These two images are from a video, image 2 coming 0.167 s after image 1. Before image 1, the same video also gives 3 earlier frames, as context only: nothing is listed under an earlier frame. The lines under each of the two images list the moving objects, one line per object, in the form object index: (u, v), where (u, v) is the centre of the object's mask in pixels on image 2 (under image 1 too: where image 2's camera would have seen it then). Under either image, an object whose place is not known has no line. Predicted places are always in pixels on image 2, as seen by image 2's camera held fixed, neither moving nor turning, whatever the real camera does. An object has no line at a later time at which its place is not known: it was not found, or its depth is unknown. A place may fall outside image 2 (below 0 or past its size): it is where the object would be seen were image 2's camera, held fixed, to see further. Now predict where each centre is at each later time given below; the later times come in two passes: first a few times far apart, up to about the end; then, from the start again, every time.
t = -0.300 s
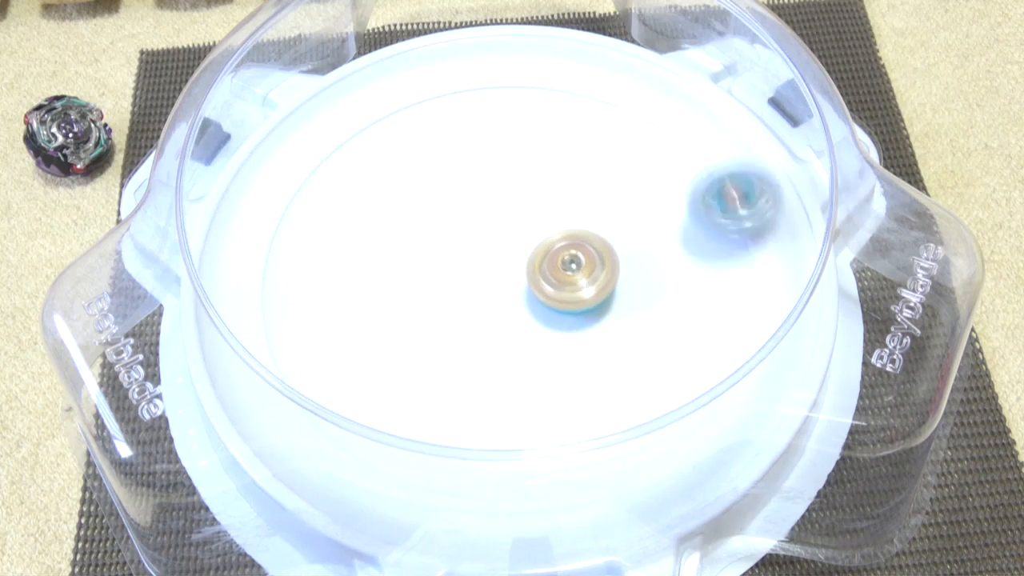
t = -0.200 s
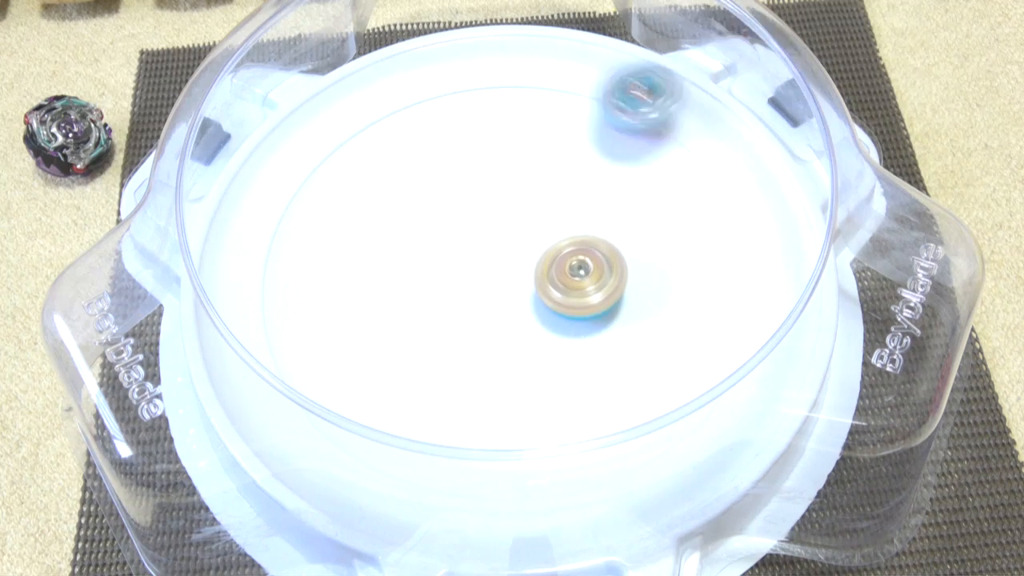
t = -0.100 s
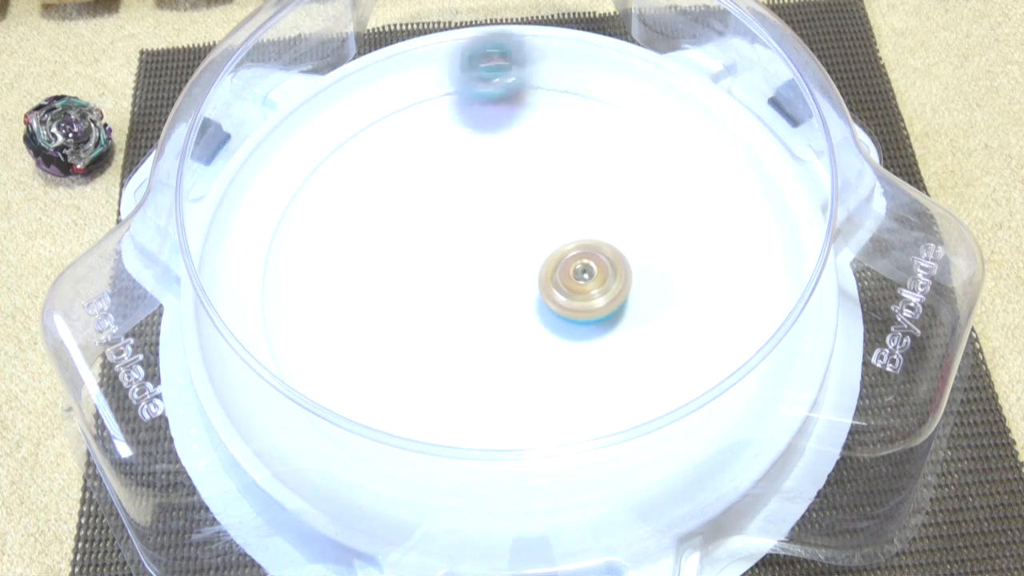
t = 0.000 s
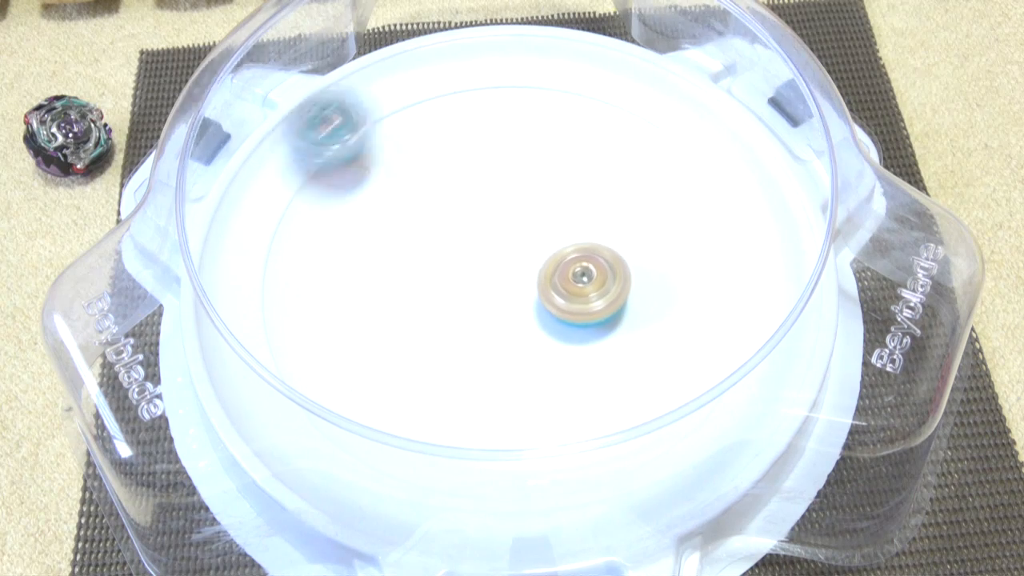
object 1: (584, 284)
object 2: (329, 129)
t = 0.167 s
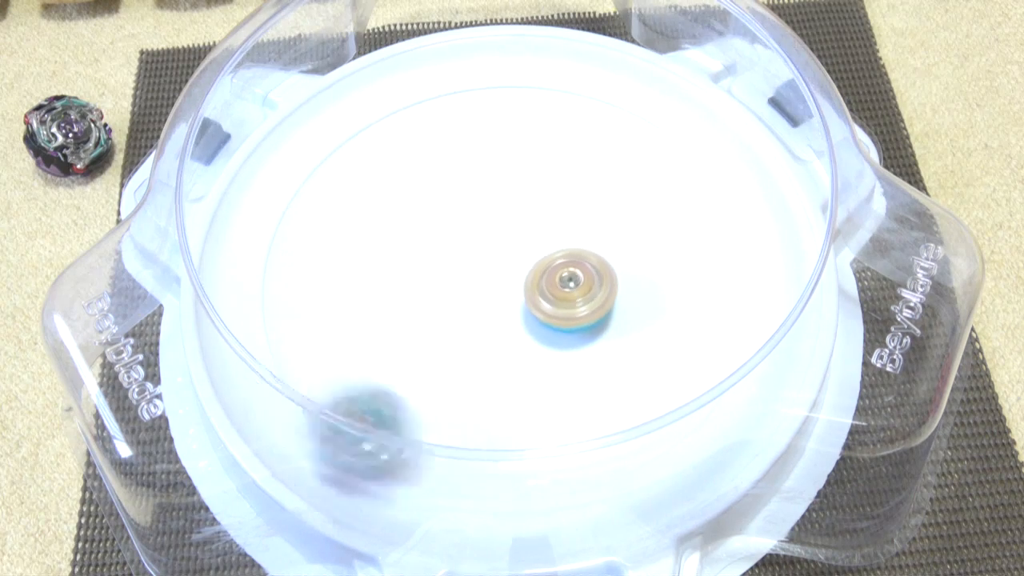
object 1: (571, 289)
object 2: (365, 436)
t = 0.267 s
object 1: (556, 295)
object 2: (600, 448)
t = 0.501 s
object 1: (523, 317)
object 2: (711, 154)
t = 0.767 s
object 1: (503, 331)
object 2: (380, 108)
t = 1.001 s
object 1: (494, 321)
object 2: (291, 365)
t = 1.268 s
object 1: (468, 293)
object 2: (627, 416)
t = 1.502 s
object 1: (451, 276)
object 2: (659, 193)
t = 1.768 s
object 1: (455, 262)
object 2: (402, 125)
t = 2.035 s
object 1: (478, 243)
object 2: (337, 353)
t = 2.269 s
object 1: (499, 230)
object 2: (610, 368)
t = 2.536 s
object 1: (522, 227)
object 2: (639, 163)
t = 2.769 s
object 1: (542, 237)
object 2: (431, 153)
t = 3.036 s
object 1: (561, 253)
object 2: (402, 370)
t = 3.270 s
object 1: (563, 269)
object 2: (631, 374)
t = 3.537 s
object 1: (554, 292)
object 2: (636, 201)
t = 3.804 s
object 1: (538, 307)
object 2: (438, 180)
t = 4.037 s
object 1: (513, 312)
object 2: (360, 299)
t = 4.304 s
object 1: (488, 305)
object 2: (515, 392)
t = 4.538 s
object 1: (472, 290)
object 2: (631, 280)
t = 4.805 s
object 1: (465, 271)
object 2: (535, 157)
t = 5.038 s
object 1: (473, 255)
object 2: (395, 200)
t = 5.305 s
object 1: (494, 242)
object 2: (442, 353)
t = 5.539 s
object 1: (516, 236)
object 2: (609, 344)
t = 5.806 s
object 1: (535, 240)
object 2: (631, 206)
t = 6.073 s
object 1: (542, 266)
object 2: (473, 169)
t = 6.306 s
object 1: (554, 285)
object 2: (397, 297)
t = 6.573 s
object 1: (549, 291)
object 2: (533, 391)
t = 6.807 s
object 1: (525, 294)
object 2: (640, 291)
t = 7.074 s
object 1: (492, 301)
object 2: (529, 175)
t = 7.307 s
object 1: (481, 301)
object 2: (393, 214)
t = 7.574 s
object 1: (484, 285)
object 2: (423, 350)
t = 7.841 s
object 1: (488, 258)
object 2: (605, 320)
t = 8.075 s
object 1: (492, 243)
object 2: (615, 201)
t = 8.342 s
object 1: (498, 269)
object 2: (479, 145)
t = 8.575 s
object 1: (516, 307)
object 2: (392, 216)
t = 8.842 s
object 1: (684, 368)
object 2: (336, 253)
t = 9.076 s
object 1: (693, 309)
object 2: (302, 209)
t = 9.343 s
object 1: (534, 270)
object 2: (448, 226)
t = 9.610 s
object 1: (536, 408)
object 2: (457, 109)
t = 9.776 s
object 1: (514, 378)
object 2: (511, 212)
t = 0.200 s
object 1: (566, 291)
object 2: (443, 462)
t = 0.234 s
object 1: (561, 293)
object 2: (524, 470)
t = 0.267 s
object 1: (556, 295)
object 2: (600, 448)
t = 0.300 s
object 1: (551, 298)
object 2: (659, 416)
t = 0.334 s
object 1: (545, 301)
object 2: (704, 374)
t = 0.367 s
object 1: (541, 303)
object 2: (730, 324)
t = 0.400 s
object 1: (536, 307)
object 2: (747, 278)
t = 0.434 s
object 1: (531, 310)
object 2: (746, 231)
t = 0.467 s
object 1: (527, 314)
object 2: (732, 192)
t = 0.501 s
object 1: (523, 317)
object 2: (711, 154)
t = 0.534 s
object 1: (519, 319)
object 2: (681, 125)
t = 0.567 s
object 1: (516, 322)
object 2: (645, 100)
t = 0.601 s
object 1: (513, 325)
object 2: (603, 83)
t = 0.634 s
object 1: (510, 327)
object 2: (557, 74)
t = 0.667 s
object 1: (508, 329)
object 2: (509, 73)
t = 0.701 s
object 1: (506, 331)
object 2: (462, 80)
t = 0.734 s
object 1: (504, 332)
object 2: (419, 91)
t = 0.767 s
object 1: (503, 331)
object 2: (380, 108)
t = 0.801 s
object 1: (502, 332)
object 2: (344, 130)
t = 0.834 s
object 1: (502, 332)
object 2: (313, 155)
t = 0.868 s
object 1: (500, 331)
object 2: (287, 189)
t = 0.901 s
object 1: (499, 329)
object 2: (269, 229)
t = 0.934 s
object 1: (498, 327)
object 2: (266, 274)
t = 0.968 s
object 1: (496, 324)
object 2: (276, 326)
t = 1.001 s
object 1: (494, 321)
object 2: (291, 365)
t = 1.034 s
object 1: (491, 317)
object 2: (322, 401)
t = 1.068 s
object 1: (489, 315)
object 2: (358, 429)
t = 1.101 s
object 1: (485, 311)
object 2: (399, 451)
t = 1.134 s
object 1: (482, 307)
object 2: (448, 464)
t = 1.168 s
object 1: (478, 303)
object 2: (495, 465)
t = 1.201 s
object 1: (475, 300)
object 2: (545, 458)
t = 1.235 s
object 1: (472, 297)
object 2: (593, 439)
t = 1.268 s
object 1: (468, 293)
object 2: (627, 416)
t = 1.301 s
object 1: (465, 291)
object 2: (655, 380)
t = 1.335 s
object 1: (462, 288)
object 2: (678, 353)
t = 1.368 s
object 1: (459, 285)
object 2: (690, 320)
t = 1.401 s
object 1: (457, 282)
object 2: (694, 287)
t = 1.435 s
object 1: (455, 280)
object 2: (688, 253)
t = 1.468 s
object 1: (452, 278)
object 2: (676, 223)
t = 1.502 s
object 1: (451, 276)
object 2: (659, 193)
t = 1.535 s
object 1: (449, 274)
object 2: (636, 169)
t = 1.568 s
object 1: (449, 272)
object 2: (608, 148)
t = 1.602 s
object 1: (448, 270)
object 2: (577, 131)
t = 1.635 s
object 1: (449, 269)
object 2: (543, 119)
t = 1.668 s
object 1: (450, 267)
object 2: (508, 113)
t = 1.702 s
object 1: (451, 265)
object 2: (473, 111)
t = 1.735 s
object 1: (453, 264)
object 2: (437, 115)
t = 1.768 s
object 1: (455, 262)
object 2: (402, 125)
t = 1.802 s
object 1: (457, 260)
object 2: (369, 141)
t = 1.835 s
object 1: (460, 258)
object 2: (340, 163)
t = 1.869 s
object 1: (462, 255)
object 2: (318, 190)
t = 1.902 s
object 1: (466, 253)
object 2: (302, 222)
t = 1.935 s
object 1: (469, 251)
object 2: (296, 258)
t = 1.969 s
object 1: (472, 248)
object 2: (301, 293)
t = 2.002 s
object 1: (475, 245)
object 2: (314, 325)
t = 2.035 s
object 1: (478, 243)
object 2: (337, 353)
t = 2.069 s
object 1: (482, 241)
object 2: (370, 379)
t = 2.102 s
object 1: (485, 239)
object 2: (406, 395)
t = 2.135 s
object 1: (488, 237)
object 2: (450, 405)
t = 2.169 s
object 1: (490, 234)
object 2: (493, 407)
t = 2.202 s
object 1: (493, 233)
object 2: (535, 402)
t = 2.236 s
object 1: (496, 231)
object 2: (573, 392)
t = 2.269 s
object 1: (499, 230)
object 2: (610, 368)
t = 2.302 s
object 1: (502, 228)
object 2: (637, 346)
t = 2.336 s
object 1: (505, 228)
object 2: (659, 321)
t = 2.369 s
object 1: (508, 227)
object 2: (673, 293)
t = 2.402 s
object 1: (511, 226)
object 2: (679, 264)
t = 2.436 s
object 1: (514, 226)
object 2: (679, 235)
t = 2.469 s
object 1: (517, 226)
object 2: (672, 208)
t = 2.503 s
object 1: (519, 227)
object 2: (658, 185)
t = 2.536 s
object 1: (522, 227)
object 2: (639, 163)
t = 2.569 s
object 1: (525, 228)
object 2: (616, 144)
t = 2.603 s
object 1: (528, 229)
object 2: (588, 131)
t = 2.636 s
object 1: (531, 230)
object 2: (557, 122)
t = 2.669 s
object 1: (534, 232)
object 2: (526, 120)
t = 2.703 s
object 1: (536, 234)
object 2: (492, 124)
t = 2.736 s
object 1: (539, 235)
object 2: (461, 136)
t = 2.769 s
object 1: (542, 237)
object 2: (431, 153)
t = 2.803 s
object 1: (545, 240)
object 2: (405, 174)
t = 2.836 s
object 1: (547, 242)
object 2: (385, 200)
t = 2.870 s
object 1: (550, 244)
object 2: (371, 230)
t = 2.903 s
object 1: (553, 246)
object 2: (362, 261)
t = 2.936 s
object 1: (555, 247)
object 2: (361, 293)
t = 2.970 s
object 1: (557, 249)
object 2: (367, 322)
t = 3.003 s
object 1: (559, 251)
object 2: (381, 349)
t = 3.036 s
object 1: (561, 253)
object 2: (402, 370)
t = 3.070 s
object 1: (562, 255)
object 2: (428, 393)
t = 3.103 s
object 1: (563, 257)
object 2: (461, 405)
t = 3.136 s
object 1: (564, 259)
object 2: (496, 410)
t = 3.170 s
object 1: (564, 261)
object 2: (530, 409)
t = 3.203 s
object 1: (564, 264)
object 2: (566, 403)
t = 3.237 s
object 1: (564, 266)
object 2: (603, 390)
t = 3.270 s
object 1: (563, 269)
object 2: (631, 374)
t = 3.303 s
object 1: (562, 272)
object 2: (653, 354)
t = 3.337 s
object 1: (561, 275)
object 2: (669, 331)
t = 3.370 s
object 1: (560, 278)
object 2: (678, 308)
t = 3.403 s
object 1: (559, 281)
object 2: (681, 284)
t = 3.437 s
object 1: (558, 284)
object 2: (677, 261)
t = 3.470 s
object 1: (557, 287)
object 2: (668, 238)
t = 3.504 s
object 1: (555, 290)
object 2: (654, 218)
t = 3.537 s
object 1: (554, 292)
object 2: (636, 201)
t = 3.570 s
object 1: (552, 296)
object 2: (615, 187)
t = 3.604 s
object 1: (551, 297)
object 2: (590, 176)
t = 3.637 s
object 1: (549, 299)
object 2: (565, 168)
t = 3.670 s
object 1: (547, 301)
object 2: (538, 164)
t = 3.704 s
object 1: (545, 303)
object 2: (511, 163)
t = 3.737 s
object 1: (543, 305)
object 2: (485, 166)
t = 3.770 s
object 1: (540, 306)
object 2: (461, 171)
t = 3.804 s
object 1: (538, 307)
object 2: (438, 180)
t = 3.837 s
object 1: (535, 308)
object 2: (418, 191)
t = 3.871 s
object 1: (531, 309)
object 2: (400, 206)
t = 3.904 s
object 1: (528, 310)
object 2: (385, 221)
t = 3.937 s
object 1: (525, 311)
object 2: (372, 240)
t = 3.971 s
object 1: (521, 311)
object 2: (363, 259)
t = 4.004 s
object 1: (517, 311)
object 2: (360, 279)
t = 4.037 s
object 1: (513, 312)
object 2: (360, 299)
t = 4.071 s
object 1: (510, 312)
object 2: (366, 318)
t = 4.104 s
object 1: (506, 312)
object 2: (376, 337)
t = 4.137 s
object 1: (502, 311)
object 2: (392, 355)
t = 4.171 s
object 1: (498, 311)
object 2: (411, 369)
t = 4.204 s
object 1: (495, 311)
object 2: (435, 381)
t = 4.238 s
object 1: (492, 310)
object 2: (461, 388)
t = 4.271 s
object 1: (490, 307)
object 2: (488, 392)
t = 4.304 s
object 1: (488, 305)
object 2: (515, 392)
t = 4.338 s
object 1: (485, 303)
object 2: (542, 385)
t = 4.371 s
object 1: (483, 302)
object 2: (567, 374)
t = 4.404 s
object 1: (480, 299)
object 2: (589, 360)
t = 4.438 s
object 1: (478, 297)
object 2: (606, 343)
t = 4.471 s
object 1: (476, 295)
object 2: (618, 323)
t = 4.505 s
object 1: (474, 293)
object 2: (628, 302)
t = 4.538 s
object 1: (472, 290)
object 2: (631, 280)
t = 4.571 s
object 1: (470, 288)
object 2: (630, 259)
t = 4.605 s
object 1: (469, 286)
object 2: (626, 239)
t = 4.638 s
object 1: (468, 283)
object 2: (618, 219)
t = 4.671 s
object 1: (467, 280)
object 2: (607, 203)
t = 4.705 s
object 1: (466, 278)
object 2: (592, 187)
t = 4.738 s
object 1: (466, 275)
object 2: (574, 174)
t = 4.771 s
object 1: (465, 273)
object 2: (555, 165)
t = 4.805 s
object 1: (465, 271)
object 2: (535, 157)
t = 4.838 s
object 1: (466, 269)
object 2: (513, 154)
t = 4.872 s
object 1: (466, 266)
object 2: (491, 153)
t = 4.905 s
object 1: (467, 264)
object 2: (469, 156)
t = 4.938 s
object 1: (468, 262)
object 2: (448, 162)
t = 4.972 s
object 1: (470, 260)
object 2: (429, 171)
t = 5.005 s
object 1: (471, 258)
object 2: (410, 184)
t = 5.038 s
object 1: (473, 255)
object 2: (395, 200)
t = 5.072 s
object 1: (475, 253)
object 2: (385, 218)
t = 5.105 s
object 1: (477, 252)
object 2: (379, 238)
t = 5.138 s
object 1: (480, 250)
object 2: (378, 260)
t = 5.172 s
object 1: (483, 248)
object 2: (381, 281)
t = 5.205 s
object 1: (485, 247)
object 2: (389, 303)
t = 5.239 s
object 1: (488, 245)
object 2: (403, 322)
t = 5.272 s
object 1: (491, 244)
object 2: (421, 340)
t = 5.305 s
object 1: (494, 242)
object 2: (442, 353)
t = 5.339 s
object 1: (497, 241)
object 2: (466, 365)
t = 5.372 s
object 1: (501, 240)
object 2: (491, 371)
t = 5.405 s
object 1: (504, 239)
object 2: (517, 373)
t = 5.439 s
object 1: (507, 238)
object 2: (543, 371)
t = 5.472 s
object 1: (510, 237)
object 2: (568, 366)
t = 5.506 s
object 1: (513, 236)
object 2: (589, 357)
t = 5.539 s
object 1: (516, 236)
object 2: (609, 344)
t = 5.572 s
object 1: (519, 236)
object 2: (626, 329)
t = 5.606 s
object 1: (521, 235)
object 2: (639, 312)
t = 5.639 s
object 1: (524, 236)
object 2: (649, 294)
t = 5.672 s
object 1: (526, 236)
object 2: (654, 277)
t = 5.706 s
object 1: (529, 237)
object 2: (655, 257)
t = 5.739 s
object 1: (531, 238)
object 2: (650, 240)
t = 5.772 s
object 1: (533, 239)
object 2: (643, 221)
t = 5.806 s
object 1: (535, 240)
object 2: (631, 206)
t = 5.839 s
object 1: (536, 241)
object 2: (617, 192)
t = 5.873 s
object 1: (535, 245)
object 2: (602, 179)
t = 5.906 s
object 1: (534, 248)
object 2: (585, 168)
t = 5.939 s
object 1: (535, 252)
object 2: (564, 160)
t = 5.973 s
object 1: (536, 256)
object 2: (542, 156)
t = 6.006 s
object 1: (538, 259)
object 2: (519, 157)
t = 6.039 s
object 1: (540, 263)
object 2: (496, 161)
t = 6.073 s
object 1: (542, 266)
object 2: (473, 169)
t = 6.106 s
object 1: (544, 269)
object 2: (453, 181)
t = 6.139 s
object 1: (546, 273)
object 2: (436, 196)
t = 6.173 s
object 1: (548, 275)
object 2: (419, 215)
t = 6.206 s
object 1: (549, 278)
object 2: (408, 233)
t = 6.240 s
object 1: (551, 281)
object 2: (400, 254)
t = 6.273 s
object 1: (552, 283)
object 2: (397, 276)
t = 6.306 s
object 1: (554, 285)
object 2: (397, 297)
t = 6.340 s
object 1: (554, 286)
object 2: (403, 316)
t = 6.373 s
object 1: (555, 287)
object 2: (413, 336)
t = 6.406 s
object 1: (555, 288)
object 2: (427, 353)
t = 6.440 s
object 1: (554, 289)
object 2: (445, 366)
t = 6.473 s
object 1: (553, 289)
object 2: (465, 378)
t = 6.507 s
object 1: (552, 290)
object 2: (487, 386)
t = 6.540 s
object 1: (551, 290)
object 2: (510, 391)
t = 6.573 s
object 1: (549, 291)
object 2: (533, 391)
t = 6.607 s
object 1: (547, 291)
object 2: (557, 384)
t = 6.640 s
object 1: (544, 291)
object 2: (580, 376)
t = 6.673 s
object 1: (541, 292)
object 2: (601, 362)
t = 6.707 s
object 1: (538, 292)
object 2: (616, 347)
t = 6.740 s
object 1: (534, 293)
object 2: (629, 329)
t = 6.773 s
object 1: (530, 293)
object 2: (636, 311)
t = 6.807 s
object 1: (525, 294)
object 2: (640, 291)
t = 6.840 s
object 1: (521, 295)
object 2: (638, 271)
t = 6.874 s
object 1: (516, 296)
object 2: (632, 250)
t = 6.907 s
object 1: (511, 297)
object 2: (622, 231)
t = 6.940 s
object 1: (507, 298)
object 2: (609, 215)
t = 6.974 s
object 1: (503, 299)
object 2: (592, 201)
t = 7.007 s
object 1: (498, 299)
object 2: (573, 190)
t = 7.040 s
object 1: (495, 301)
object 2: (550, 182)
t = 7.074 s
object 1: (492, 301)
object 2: (529, 175)
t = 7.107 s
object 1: (489, 302)
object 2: (507, 174)
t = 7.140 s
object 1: (486, 302)
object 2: (485, 174)
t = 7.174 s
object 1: (484, 303)
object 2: (463, 176)
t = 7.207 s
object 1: (483, 302)
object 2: (442, 182)
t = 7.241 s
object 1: (482, 302)
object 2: (425, 190)
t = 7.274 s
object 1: (482, 301)
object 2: (407, 201)
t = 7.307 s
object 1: (481, 301)
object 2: (393, 214)
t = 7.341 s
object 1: (481, 299)
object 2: (380, 229)
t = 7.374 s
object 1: (481, 298)
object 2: (373, 246)
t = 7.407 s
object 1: (481, 297)
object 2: (369, 264)
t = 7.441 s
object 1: (481, 295)
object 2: (371, 284)
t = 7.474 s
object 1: (482, 292)
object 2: (376, 303)
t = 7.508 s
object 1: (483, 290)
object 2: (387, 321)
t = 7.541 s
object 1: (484, 288)
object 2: (403, 337)
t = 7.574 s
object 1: (484, 285)
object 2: (423, 350)
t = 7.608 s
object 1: (485, 281)
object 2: (447, 359)
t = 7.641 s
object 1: (485, 278)
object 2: (471, 367)
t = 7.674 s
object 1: (486, 274)
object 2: (497, 370)
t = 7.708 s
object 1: (487, 271)
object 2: (521, 366)
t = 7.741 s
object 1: (487, 267)
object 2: (545, 360)
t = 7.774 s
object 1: (488, 264)
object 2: (567, 350)
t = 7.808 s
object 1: (488, 260)
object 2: (588, 336)
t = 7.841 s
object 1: (488, 258)
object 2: (605, 320)
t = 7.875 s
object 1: (489, 254)
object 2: (617, 304)
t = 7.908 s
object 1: (489, 252)
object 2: (625, 287)
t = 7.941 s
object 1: (490, 249)
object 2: (630, 268)
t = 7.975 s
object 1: (490, 247)
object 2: (632, 250)
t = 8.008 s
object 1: (491, 245)
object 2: (630, 232)
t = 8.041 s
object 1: (492, 244)
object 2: (624, 217)
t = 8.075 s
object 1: (492, 243)
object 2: (615, 201)
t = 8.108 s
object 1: (493, 242)
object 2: (602, 188)
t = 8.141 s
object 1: (494, 242)
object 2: (588, 176)
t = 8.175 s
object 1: (496, 242)
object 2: (570, 167)
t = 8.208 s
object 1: (497, 242)
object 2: (550, 162)
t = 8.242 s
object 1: (499, 242)
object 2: (530, 160)
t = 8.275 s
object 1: (500, 243)
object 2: (509, 160)
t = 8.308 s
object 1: (499, 256)
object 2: (493, 152)
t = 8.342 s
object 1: (498, 269)
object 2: (479, 145)
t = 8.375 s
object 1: (499, 278)
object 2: (463, 142)
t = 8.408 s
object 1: (500, 285)
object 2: (446, 145)
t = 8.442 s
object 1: (503, 290)
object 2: (429, 152)
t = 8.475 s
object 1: (507, 295)
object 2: (415, 161)
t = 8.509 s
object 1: (510, 299)
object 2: (401, 177)
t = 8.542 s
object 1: (513, 304)
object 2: (393, 195)
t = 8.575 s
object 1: (516, 307)
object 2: (392, 216)
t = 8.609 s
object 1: (520, 310)
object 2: (393, 237)
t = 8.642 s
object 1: (524, 313)
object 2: (399, 258)
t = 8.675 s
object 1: (527, 315)
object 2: (410, 276)
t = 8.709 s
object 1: (530, 318)
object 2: (425, 296)
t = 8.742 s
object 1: (542, 325)
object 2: (432, 304)
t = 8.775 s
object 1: (597, 346)
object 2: (396, 288)
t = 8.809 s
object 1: (644, 361)
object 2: (363, 268)
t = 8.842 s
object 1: (684, 368)
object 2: (336, 253)
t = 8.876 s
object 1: (713, 371)
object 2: (316, 236)
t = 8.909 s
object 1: (721, 361)
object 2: (301, 225)
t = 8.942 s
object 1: (725, 352)
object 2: (293, 216)
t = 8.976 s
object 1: (722, 338)
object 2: (291, 211)
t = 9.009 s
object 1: (716, 329)
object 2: (291, 209)
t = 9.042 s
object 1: (707, 319)
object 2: (295, 207)
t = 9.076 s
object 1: (693, 309)
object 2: (302, 209)
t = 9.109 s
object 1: (677, 300)
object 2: (311, 209)
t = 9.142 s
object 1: (659, 292)
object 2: (324, 211)
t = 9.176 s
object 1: (640, 285)
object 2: (340, 213)
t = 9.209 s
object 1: (621, 280)
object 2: (359, 216)
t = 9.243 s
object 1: (600, 275)
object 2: (379, 218)
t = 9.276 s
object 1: (579, 272)
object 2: (401, 221)
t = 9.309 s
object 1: (557, 270)
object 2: (425, 223)
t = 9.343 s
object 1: (534, 270)
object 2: (448, 226)
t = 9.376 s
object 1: (535, 295)
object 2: (449, 197)
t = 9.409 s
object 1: (541, 332)
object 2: (444, 168)
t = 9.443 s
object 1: (546, 359)
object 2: (438, 138)
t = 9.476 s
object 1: (547, 384)
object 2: (437, 115)
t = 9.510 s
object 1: (547, 400)
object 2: (437, 97)
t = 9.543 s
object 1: (544, 407)
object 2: (441, 91)
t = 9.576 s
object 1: (539, 409)
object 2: (448, 100)
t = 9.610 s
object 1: (536, 408)
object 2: (457, 109)
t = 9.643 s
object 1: (532, 406)
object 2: (466, 126)
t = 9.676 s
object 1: (528, 401)
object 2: (475, 143)
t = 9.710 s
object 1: (523, 393)
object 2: (486, 164)
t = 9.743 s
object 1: (519, 386)
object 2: (499, 186)
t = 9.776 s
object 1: (514, 378)
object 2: (511, 212)
